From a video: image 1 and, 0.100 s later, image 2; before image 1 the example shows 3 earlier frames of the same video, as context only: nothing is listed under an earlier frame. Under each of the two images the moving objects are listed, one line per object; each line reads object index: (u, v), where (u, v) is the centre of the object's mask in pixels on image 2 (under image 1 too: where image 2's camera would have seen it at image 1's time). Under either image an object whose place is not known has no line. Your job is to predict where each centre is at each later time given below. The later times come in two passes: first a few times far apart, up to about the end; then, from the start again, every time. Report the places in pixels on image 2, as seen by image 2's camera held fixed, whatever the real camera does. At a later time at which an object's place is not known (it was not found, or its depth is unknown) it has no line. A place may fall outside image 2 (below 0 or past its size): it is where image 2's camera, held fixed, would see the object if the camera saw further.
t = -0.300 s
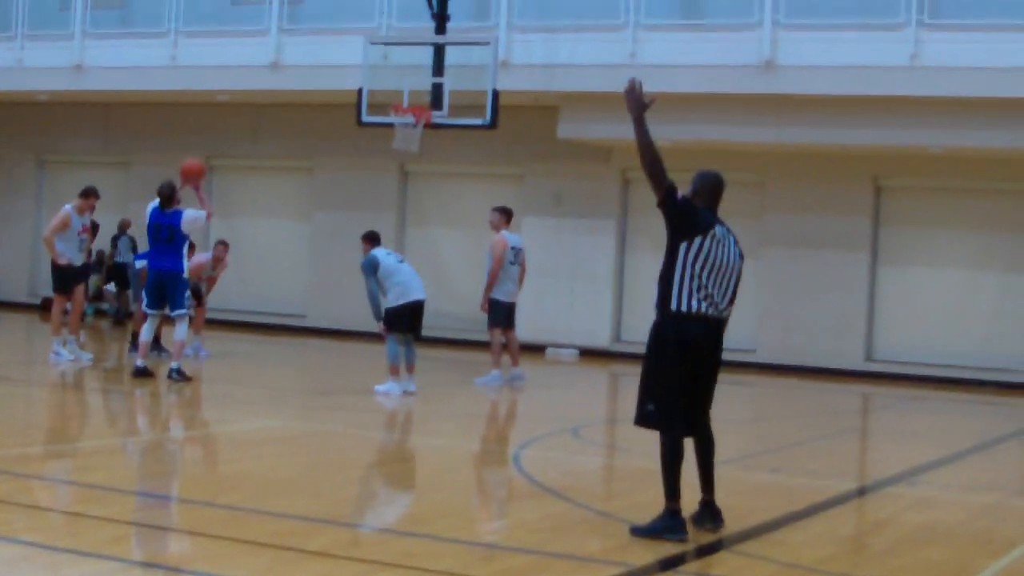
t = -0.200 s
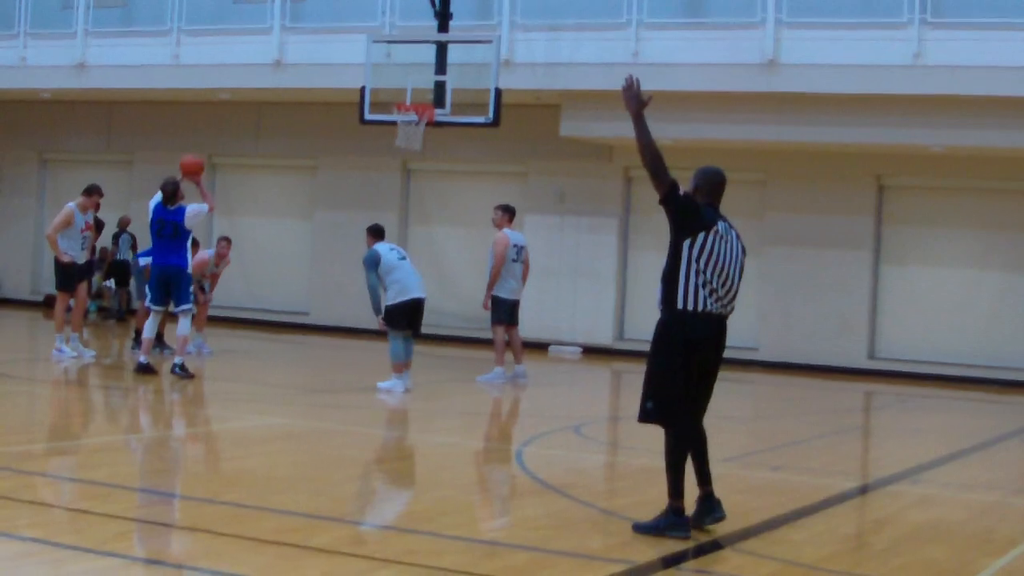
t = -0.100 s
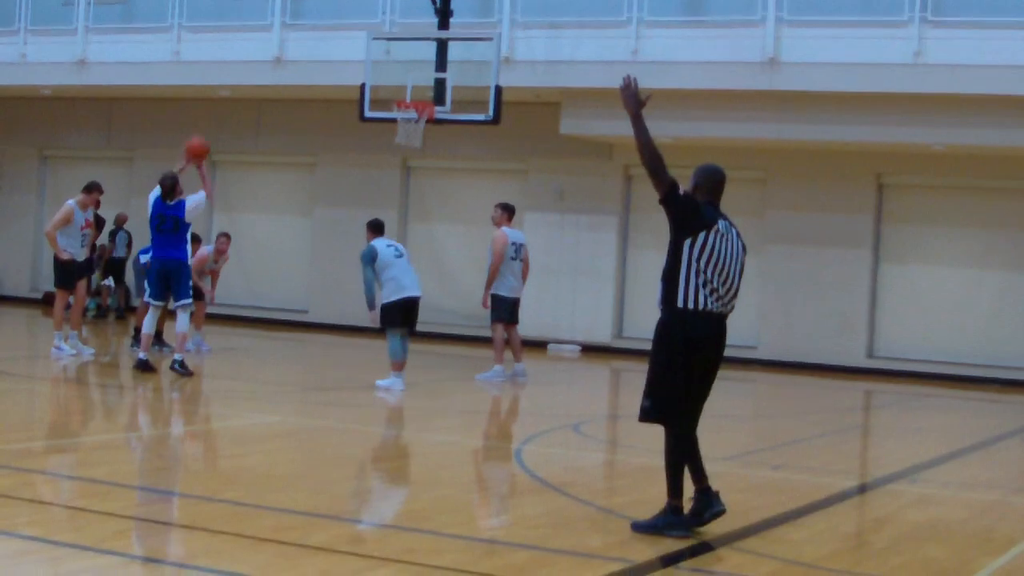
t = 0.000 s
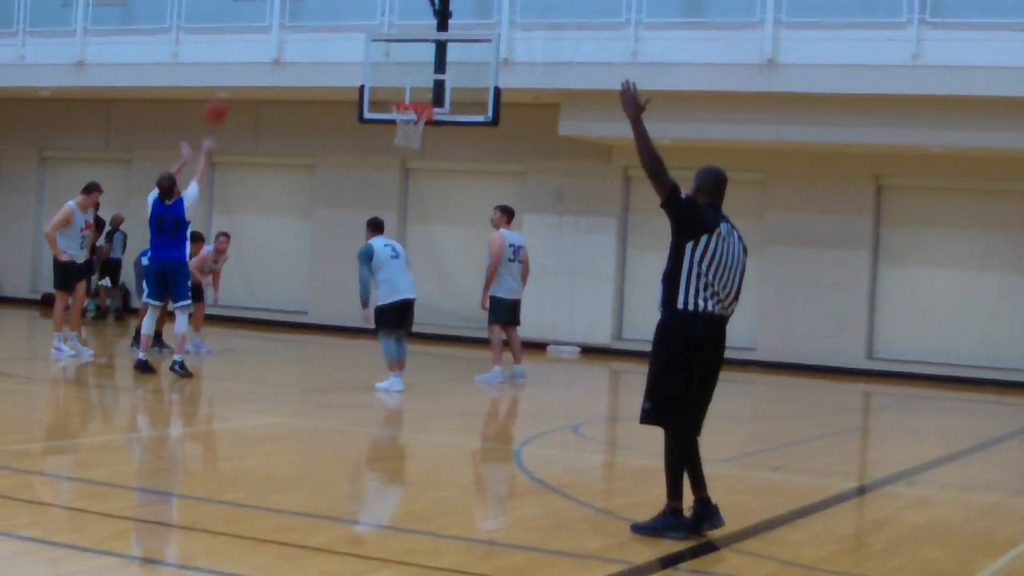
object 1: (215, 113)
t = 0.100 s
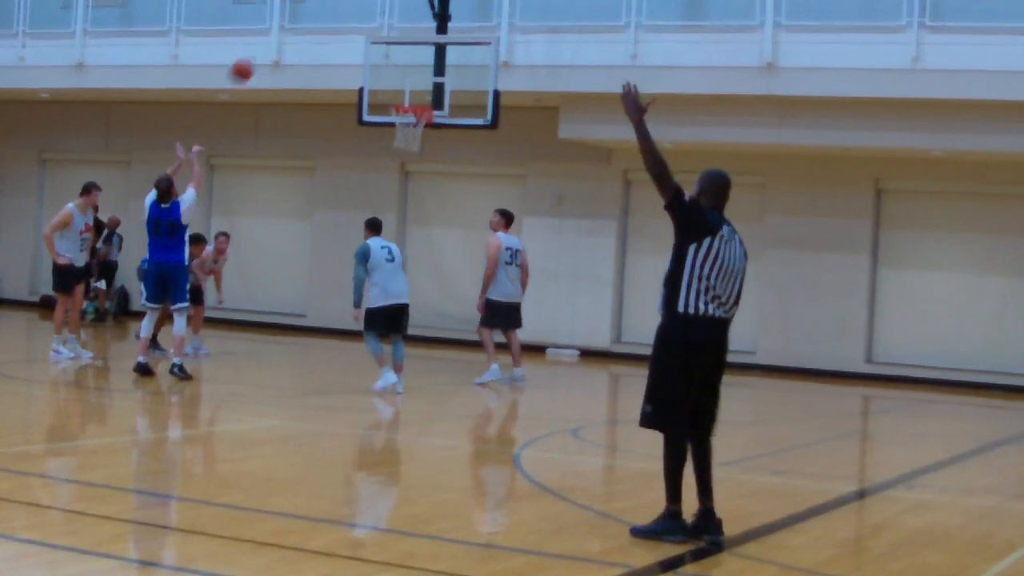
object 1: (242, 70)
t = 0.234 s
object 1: (274, 32)
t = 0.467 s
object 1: (323, 9)
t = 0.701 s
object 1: (366, 30)
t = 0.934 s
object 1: (401, 97)
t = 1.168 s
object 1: (425, 143)
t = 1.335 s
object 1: (434, 180)
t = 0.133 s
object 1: (250, 59)
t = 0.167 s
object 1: (258, 49)
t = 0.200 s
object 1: (266, 40)
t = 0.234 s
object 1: (274, 32)
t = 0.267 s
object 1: (282, 25)
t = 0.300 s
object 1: (289, 20)
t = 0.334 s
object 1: (296, 15)
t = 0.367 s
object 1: (303, 12)
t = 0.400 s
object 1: (310, 10)
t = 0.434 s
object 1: (317, 9)
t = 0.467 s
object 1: (323, 9)
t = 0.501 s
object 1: (330, 9)
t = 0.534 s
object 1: (336, 11)
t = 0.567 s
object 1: (342, 12)
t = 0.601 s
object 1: (348, 15)
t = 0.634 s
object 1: (355, 19)
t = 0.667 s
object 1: (361, 24)
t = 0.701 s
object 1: (366, 30)
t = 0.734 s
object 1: (372, 37)
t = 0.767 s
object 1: (377, 44)
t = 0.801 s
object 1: (382, 53)
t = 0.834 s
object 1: (387, 62)
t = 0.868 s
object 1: (393, 72)
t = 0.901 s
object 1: (397, 84)
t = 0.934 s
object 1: (401, 97)
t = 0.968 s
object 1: (406, 108)
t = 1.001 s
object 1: (409, 119)
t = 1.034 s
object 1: (417, 132)
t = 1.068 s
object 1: (417, 132)
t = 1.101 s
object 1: (421, 135)
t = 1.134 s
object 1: (423, 139)
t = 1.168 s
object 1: (425, 143)
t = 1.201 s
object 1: (426, 147)
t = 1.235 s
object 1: (428, 155)
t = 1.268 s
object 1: (430, 162)
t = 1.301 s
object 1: (432, 171)
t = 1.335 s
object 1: (434, 180)
